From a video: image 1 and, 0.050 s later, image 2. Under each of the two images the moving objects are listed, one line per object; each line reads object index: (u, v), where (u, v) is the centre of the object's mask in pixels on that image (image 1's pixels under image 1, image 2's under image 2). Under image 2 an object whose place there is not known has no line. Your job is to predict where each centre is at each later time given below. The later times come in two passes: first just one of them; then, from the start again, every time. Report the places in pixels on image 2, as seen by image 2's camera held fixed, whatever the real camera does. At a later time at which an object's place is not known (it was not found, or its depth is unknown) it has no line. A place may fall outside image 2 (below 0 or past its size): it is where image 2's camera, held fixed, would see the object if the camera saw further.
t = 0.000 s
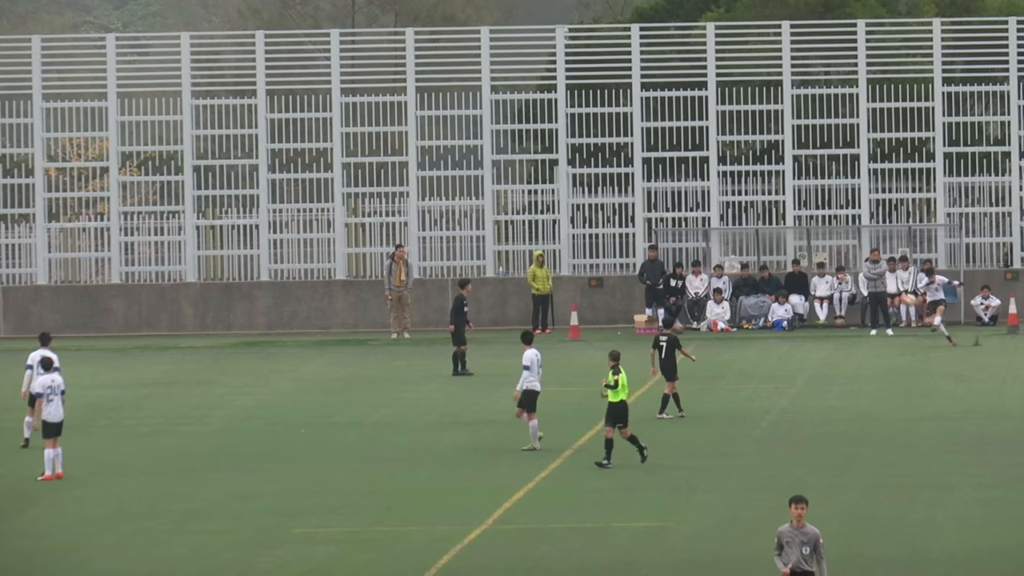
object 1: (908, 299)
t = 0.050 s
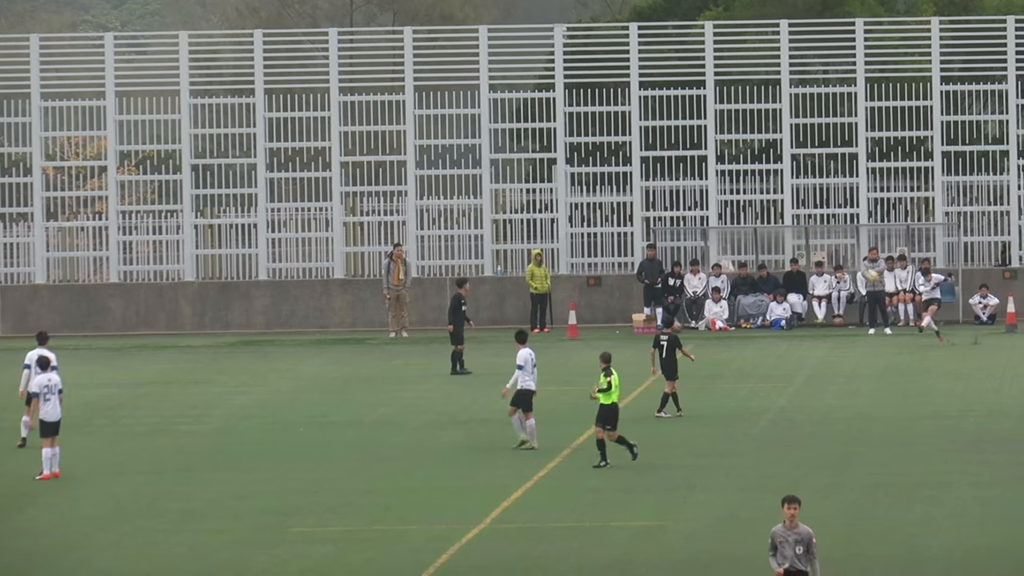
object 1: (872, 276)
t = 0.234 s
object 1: (739, 201)
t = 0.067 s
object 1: (859, 268)
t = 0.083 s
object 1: (848, 260)
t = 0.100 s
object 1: (834, 253)
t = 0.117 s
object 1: (824, 246)
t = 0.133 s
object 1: (810, 238)
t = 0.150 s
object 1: (798, 232)
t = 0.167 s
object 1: (786, 225)
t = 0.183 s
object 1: (774, 220)
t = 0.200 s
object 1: (761, 213)
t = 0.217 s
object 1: (749, 206)
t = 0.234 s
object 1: (739, 201)
